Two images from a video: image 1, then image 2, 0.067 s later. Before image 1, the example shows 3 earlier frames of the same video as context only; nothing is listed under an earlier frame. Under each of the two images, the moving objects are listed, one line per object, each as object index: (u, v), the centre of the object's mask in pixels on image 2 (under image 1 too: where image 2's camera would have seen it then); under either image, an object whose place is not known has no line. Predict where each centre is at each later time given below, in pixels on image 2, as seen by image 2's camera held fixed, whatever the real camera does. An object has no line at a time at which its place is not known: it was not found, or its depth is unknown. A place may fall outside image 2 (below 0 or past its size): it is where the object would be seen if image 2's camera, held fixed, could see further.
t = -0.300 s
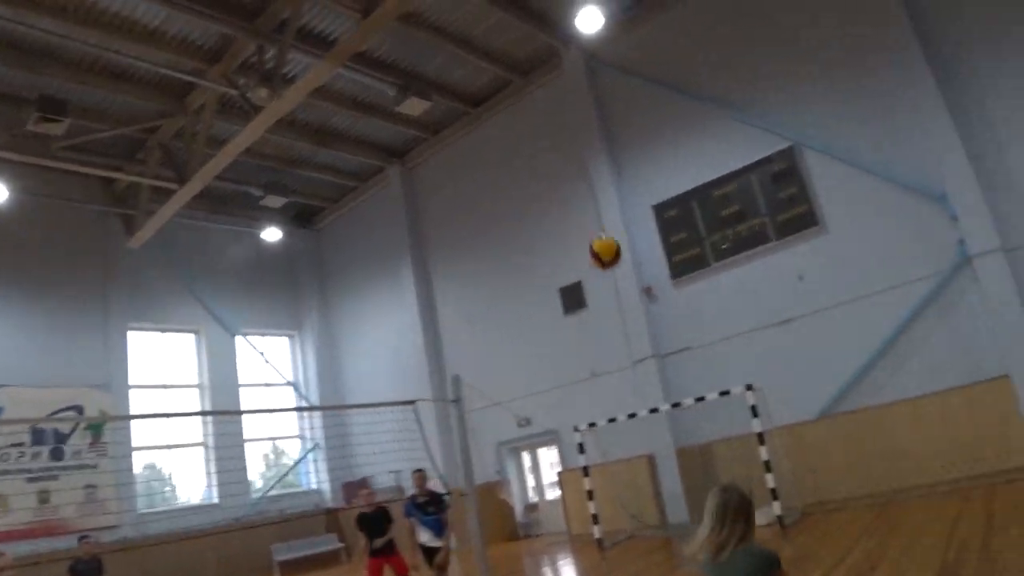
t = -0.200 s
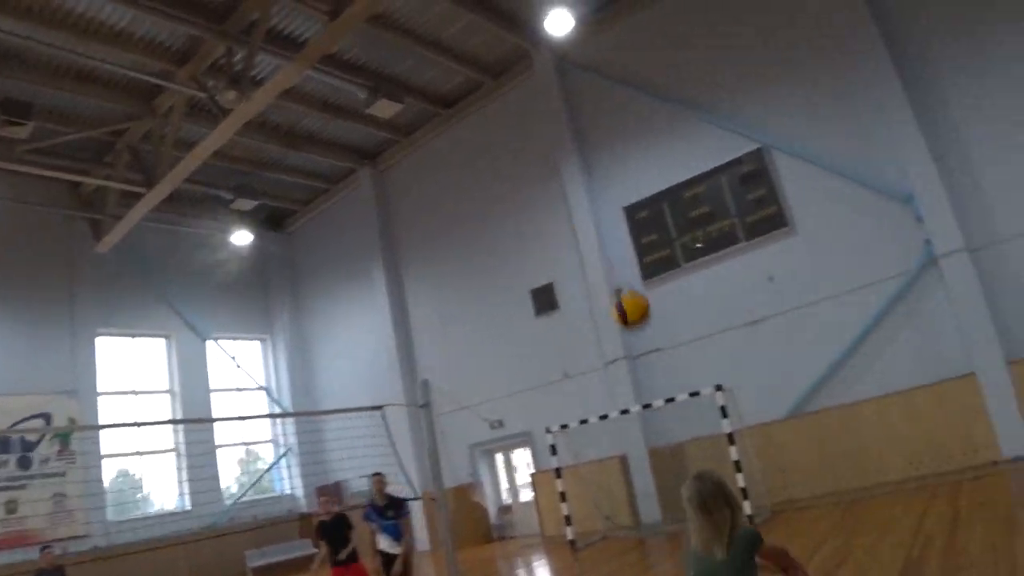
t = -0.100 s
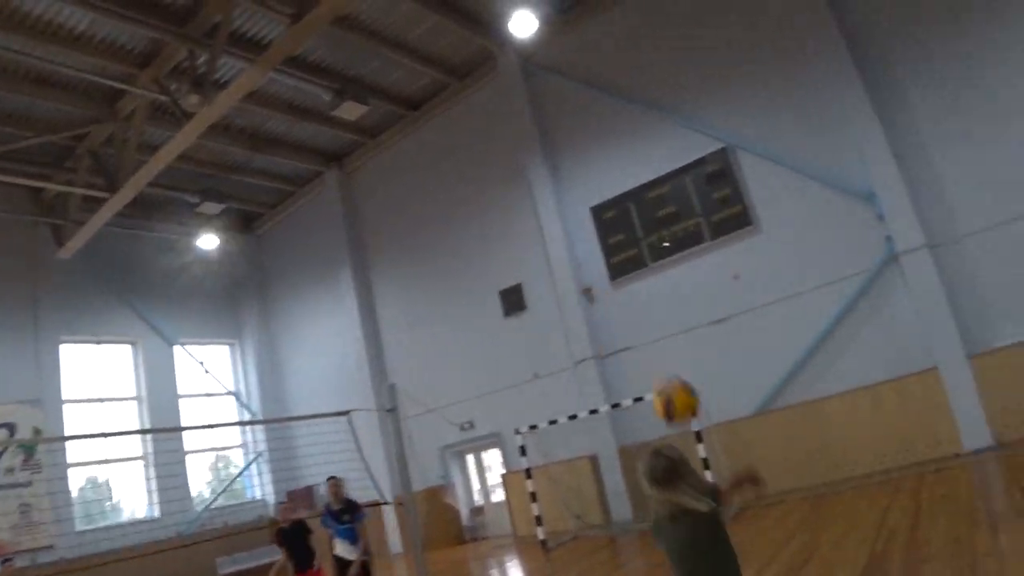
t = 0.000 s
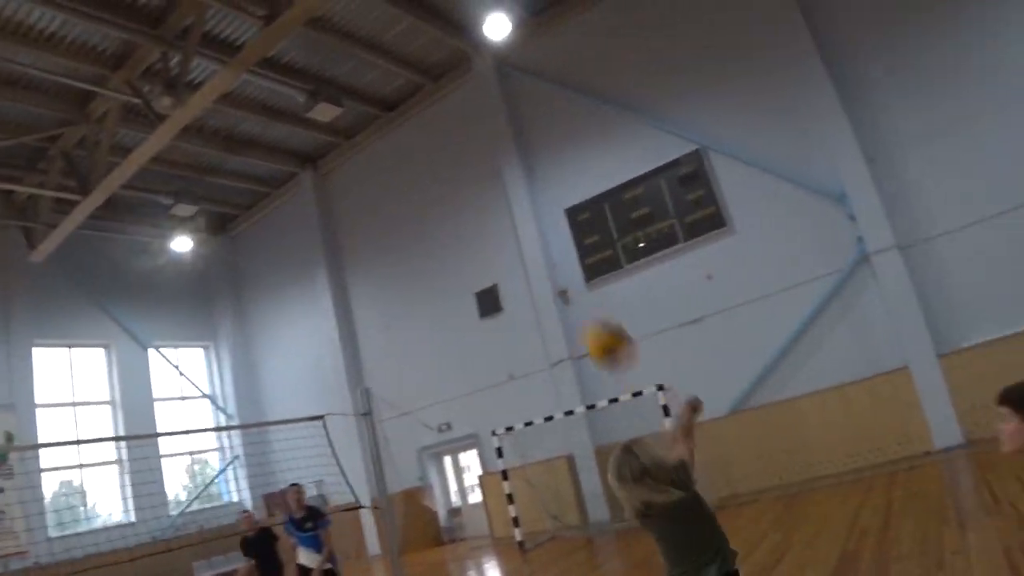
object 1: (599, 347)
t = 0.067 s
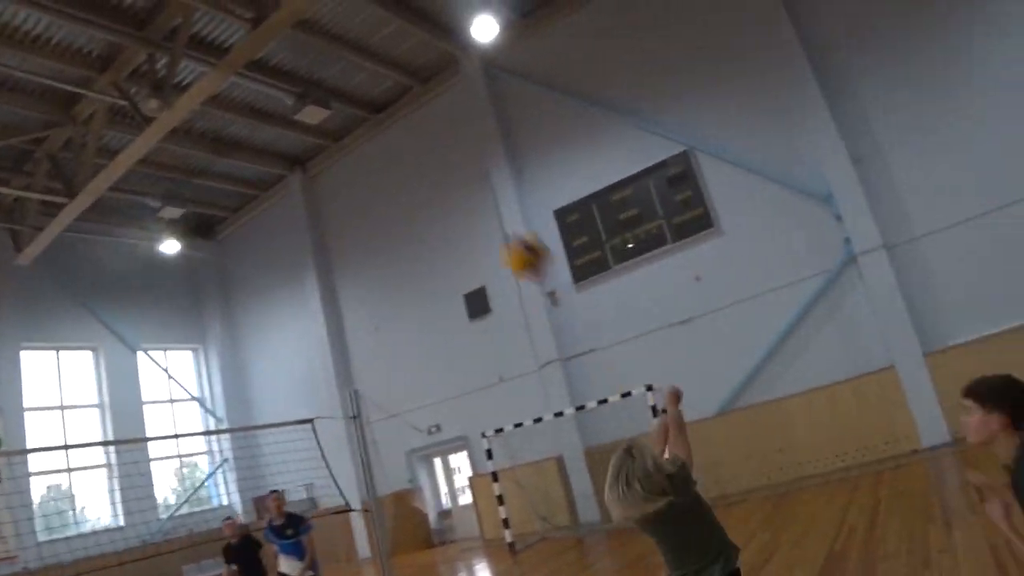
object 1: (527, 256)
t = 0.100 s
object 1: (492, 214)
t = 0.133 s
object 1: (461, 175)
